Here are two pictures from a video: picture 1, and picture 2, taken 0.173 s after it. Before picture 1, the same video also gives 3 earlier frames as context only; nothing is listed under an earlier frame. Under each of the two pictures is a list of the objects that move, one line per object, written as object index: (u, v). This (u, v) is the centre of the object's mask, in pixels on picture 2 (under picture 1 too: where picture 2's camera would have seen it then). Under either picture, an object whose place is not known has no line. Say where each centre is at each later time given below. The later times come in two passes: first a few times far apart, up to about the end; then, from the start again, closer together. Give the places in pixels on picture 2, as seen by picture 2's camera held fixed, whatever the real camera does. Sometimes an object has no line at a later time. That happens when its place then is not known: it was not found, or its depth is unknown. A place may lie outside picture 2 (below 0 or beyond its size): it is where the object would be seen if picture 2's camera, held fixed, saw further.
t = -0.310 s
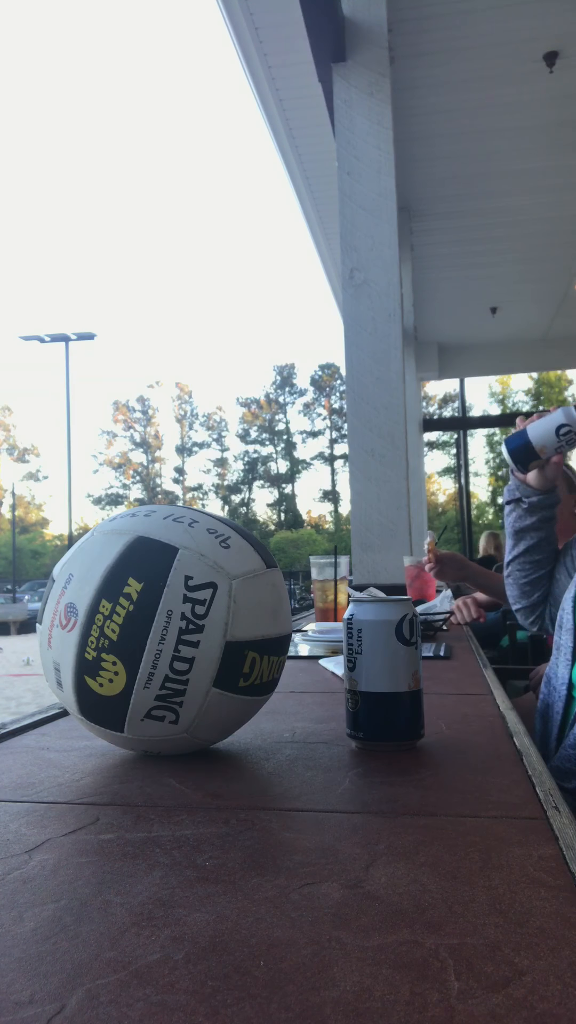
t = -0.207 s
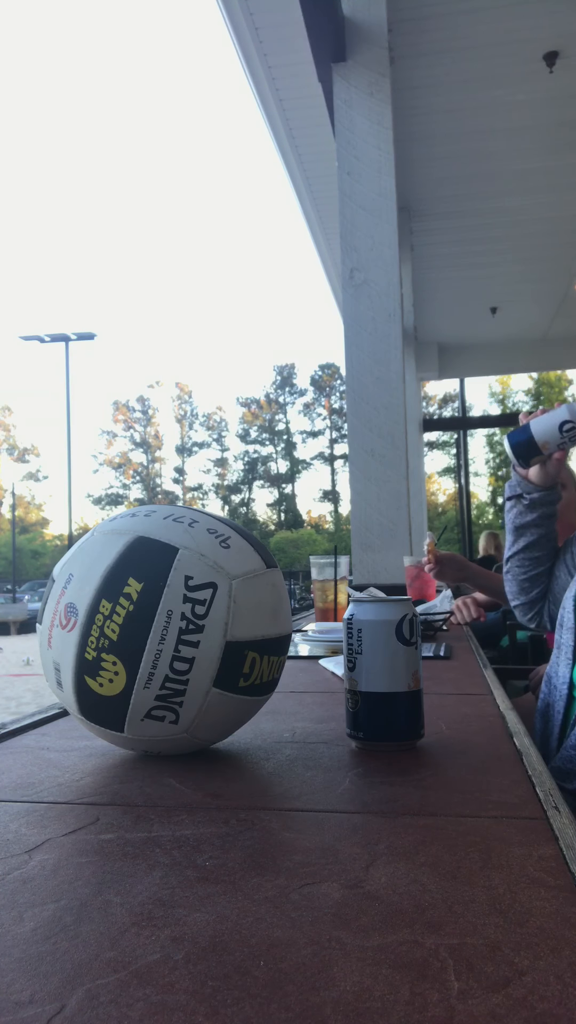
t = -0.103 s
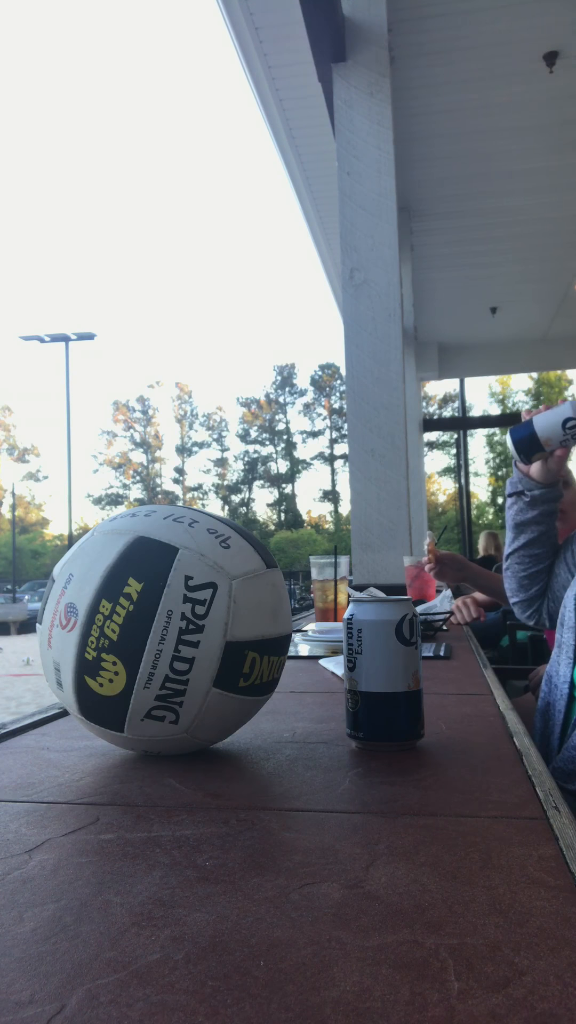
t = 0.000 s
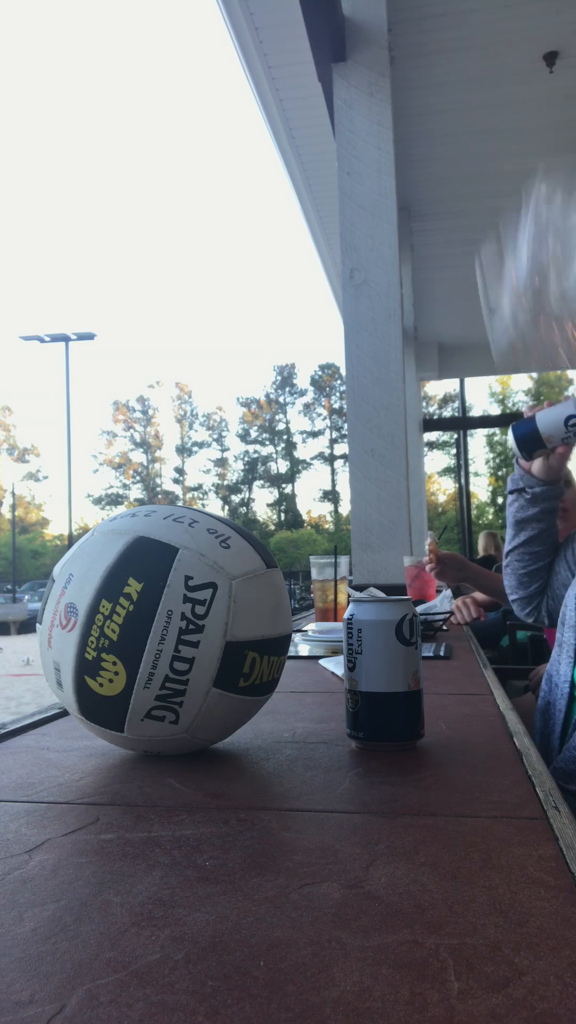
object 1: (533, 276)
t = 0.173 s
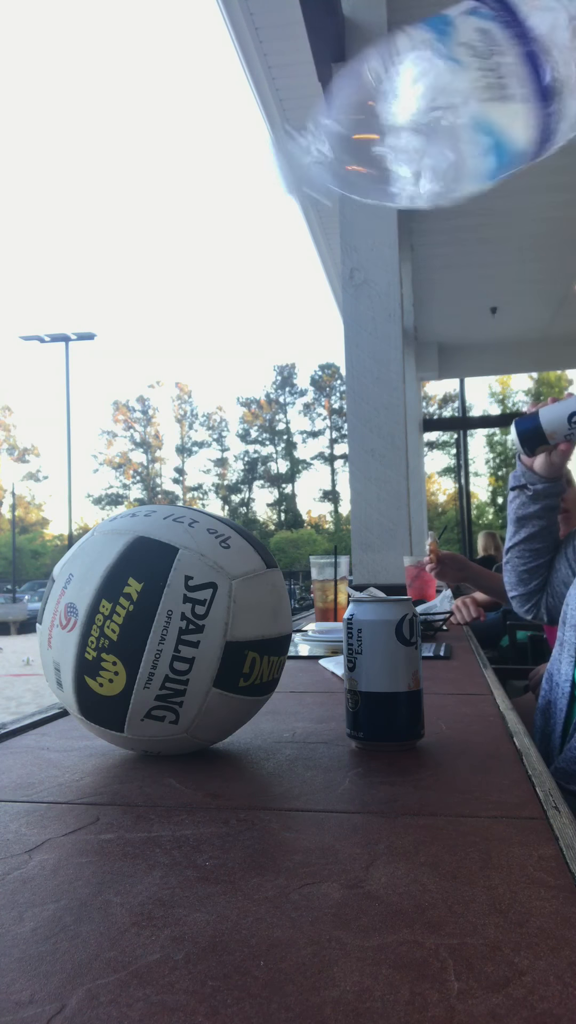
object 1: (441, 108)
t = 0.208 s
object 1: (432, 112)
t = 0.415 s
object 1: (401, 719)
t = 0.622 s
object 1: (344, 725)
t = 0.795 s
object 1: (278, 735)
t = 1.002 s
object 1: (278, 735)
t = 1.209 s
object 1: (278, 735)
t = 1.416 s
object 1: (278, 735)
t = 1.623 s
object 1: (278, 735)
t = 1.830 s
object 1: (278, 735)
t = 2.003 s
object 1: (278, 735)
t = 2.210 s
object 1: (278, 735)
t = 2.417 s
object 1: (278, 735)
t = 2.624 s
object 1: (278, 735)
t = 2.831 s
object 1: (278, 735)
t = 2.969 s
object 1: (278, 735)
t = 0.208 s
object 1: (432, 112)
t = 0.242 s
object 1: (427, 150)
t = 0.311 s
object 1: (436, 332)
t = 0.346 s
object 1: (432, 487)
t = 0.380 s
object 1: (422, 707)
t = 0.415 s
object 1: (401, 719)
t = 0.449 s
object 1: (385, 678)
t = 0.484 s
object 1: (384, 693)
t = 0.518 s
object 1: (385, 721)
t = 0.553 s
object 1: (381, 722)
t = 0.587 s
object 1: (365, 722)
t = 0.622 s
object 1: (344, 725)
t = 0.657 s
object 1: (320, 732)
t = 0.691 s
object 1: (302, 736)
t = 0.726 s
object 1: (291, 736)
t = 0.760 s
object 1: (284, 736)
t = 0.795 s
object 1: (278, 735)
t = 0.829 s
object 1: (279, 735)
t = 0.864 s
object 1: (278, 735)
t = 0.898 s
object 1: (278, 735)
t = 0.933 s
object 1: (278, 735)
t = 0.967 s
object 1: (278, 735)
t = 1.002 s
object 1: (278, 735)
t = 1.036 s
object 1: (278, 735)
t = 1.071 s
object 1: (278, 735)
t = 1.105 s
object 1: (278, 735)
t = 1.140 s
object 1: (278, 735)
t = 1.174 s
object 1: (278, 735)
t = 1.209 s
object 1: (278, 735)
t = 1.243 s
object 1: (278, 735)
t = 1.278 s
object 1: (278, 735)
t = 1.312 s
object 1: (278, 735)
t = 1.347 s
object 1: (278, 735)
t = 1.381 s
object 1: (278, 735)
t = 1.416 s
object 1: (278, 735)
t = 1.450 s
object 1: (278, 735)
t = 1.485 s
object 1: (278, 735)
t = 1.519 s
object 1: (278, 735)
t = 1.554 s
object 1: (278, 735)
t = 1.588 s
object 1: (278, 735)
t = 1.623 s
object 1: (278, 735)
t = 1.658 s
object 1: (278, 735)
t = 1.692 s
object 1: (278, 735)
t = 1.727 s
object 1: (278, 735)
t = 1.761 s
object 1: (278, 735)
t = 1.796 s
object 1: (278, 735)
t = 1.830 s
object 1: (278, 735)
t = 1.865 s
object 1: (278, 735)
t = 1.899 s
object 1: (278, 735)
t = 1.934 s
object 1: (278, 735)
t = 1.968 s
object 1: (278, 735)
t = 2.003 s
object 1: (278, 735)
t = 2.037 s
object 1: (278, 735)
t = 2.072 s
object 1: (278, 735)
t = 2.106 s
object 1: (278, 735)
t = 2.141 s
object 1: (278, 735)
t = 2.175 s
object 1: (278, 735)
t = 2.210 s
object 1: (278, 735)
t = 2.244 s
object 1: (278, 735)
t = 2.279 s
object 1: (278, 735)
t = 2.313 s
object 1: (278, 735)
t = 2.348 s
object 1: (278, 735)
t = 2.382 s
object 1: (278, 735)
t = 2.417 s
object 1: (278, 735)
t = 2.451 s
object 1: (278, 735)
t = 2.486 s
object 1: (278, 735)
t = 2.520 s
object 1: (278, 735)
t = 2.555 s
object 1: (278, 735)
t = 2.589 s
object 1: (278, 735)
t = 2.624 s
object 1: (278, 735)
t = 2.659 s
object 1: (278, 735)
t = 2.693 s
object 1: (278, 735)
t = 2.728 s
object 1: (278, 735)
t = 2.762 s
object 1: (278, 735)
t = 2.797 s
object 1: (278, 735)
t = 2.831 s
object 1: (278, 735)
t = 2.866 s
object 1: (278, 735)
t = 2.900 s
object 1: (278, 735)
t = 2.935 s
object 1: (278, 735)
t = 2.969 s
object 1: (278, 735)
